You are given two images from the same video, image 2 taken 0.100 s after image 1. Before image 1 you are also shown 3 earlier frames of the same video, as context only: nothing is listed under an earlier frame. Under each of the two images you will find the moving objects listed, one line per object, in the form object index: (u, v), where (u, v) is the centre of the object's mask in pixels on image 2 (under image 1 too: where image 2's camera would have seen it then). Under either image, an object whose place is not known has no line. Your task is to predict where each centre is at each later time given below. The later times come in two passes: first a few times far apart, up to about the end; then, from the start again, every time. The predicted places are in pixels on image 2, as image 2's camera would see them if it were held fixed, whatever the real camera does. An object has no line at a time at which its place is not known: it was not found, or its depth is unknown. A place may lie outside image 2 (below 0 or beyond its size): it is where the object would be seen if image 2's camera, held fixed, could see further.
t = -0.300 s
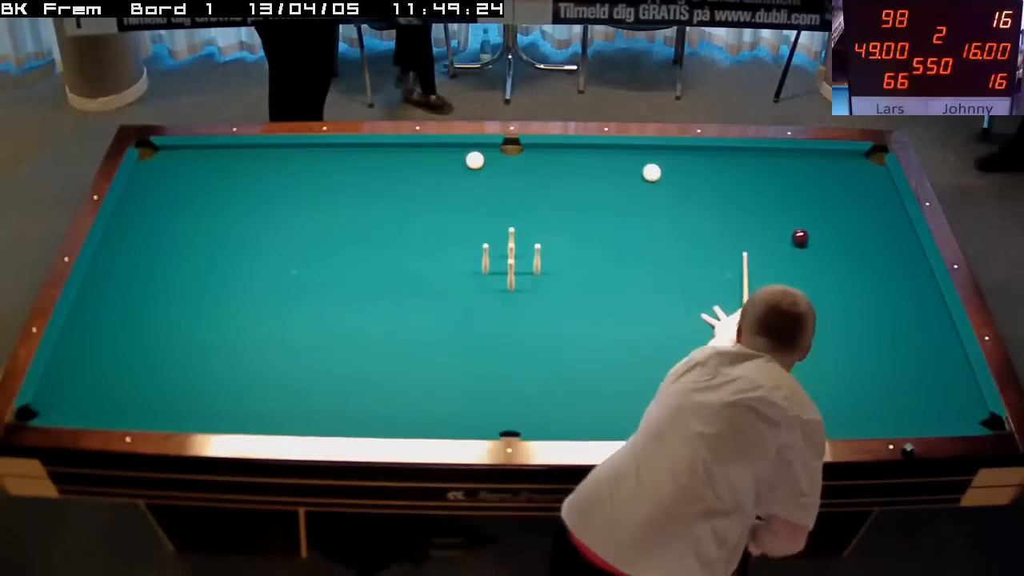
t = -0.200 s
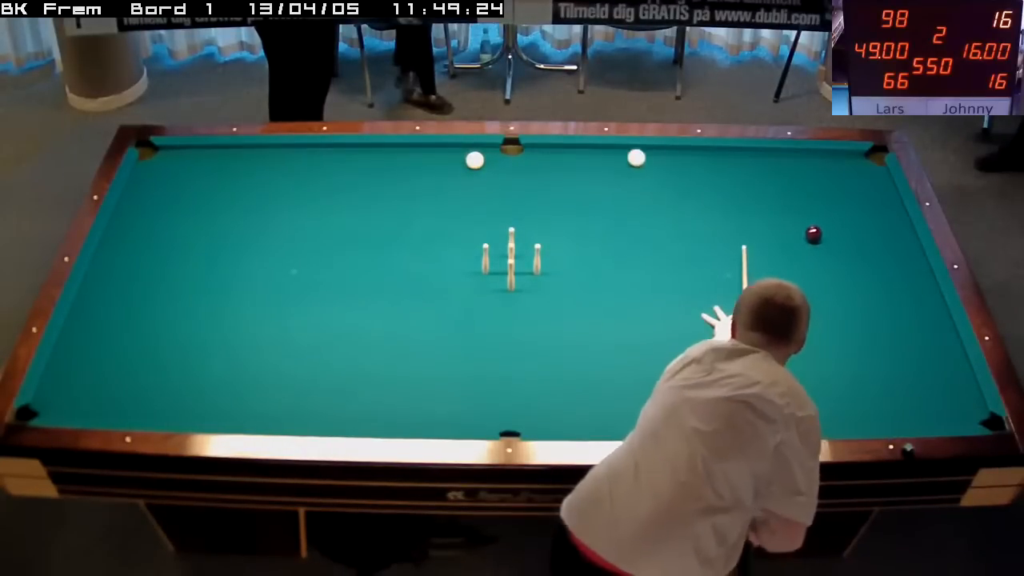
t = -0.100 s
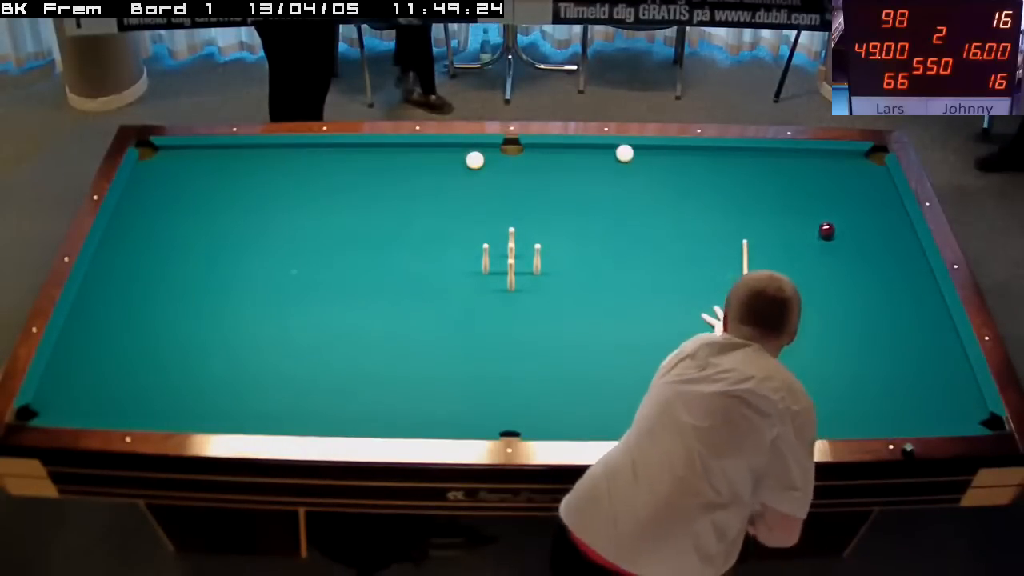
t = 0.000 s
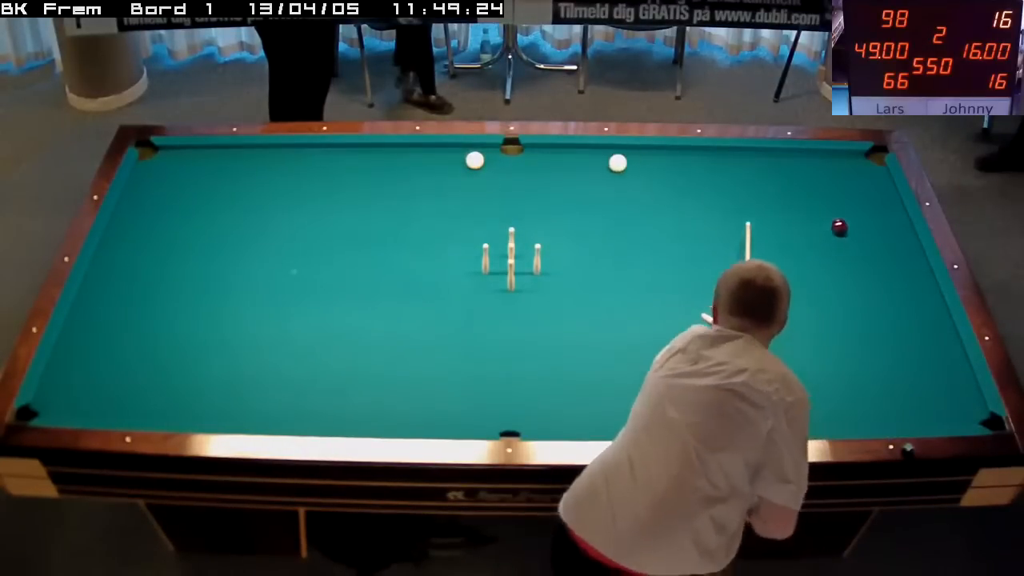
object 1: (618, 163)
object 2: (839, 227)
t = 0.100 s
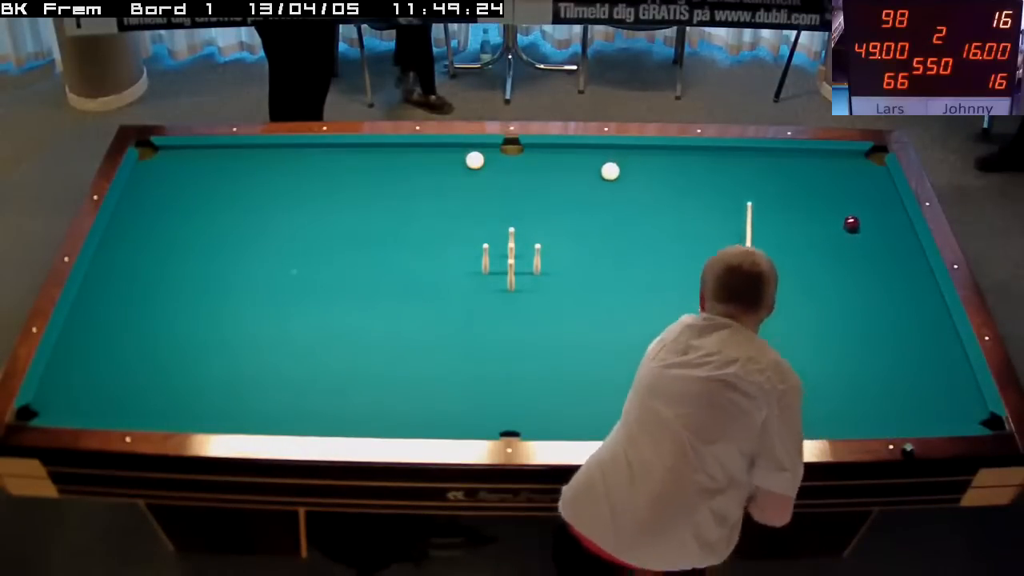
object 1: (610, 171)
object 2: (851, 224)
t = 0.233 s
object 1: (599, 182)
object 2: (868, 219)
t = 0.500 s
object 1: (579, 205)
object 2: (899, 211)
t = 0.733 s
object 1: (560, 226)
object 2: (884, 210)
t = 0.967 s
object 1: (540, 247)
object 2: (871, 209)
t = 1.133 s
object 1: (526, 262)
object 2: (863, 208)
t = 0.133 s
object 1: (607, 174)
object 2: (856, 223)
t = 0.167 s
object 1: (605, 177)
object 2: (860, 221)
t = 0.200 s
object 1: (602, 179)
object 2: (863, 220)
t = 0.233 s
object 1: (599, 182)
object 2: (868, 219)
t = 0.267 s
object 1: (597, 185)
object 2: (871, 218)
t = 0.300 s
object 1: (595, 188)
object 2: (875, 217)
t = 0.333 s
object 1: (592, 191)
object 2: (879, 216)
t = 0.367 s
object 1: (589, 194)
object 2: (883, 215)
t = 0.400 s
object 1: (587, 196)
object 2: (887, 214)
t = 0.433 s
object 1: (584, 199)
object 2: (891, 213)
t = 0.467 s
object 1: (581, 202)
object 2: (894, 212)
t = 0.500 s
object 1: (579, 205)
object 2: (899, 211)
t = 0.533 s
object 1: (576, 208)
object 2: (898, 211)
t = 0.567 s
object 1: (573, 211)
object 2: (895, 211)
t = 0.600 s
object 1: (571, 214)
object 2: (893, 211)
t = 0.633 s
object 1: (568, 217)
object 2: (891, 210)
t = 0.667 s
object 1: (565, 220)
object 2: (889, 210)
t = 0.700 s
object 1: (562, 223)
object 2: (887, 210)
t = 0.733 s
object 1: (560, 226)
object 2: (884, 210)
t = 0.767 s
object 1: (557, 229)
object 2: (883, 209)
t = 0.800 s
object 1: (554, 232)
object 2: (880, 209)
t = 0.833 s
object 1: (551, 235)
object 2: (879, 209)
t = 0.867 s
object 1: (549, 238)
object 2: (876, 209)
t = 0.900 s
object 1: (546, 241)
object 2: (875, 209)
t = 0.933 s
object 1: (543, 244)
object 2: (873, 209)
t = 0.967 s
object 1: (540, 247)
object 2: (871, 209)
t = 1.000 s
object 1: (537, 250)
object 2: (869, 209)
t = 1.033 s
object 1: (534, 252)
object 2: (867, 208)
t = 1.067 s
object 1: (529, 255)
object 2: (865, 208)
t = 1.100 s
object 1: (527, 259)
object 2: (864, 208)
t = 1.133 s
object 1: (526, 262)
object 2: (863, 208)
